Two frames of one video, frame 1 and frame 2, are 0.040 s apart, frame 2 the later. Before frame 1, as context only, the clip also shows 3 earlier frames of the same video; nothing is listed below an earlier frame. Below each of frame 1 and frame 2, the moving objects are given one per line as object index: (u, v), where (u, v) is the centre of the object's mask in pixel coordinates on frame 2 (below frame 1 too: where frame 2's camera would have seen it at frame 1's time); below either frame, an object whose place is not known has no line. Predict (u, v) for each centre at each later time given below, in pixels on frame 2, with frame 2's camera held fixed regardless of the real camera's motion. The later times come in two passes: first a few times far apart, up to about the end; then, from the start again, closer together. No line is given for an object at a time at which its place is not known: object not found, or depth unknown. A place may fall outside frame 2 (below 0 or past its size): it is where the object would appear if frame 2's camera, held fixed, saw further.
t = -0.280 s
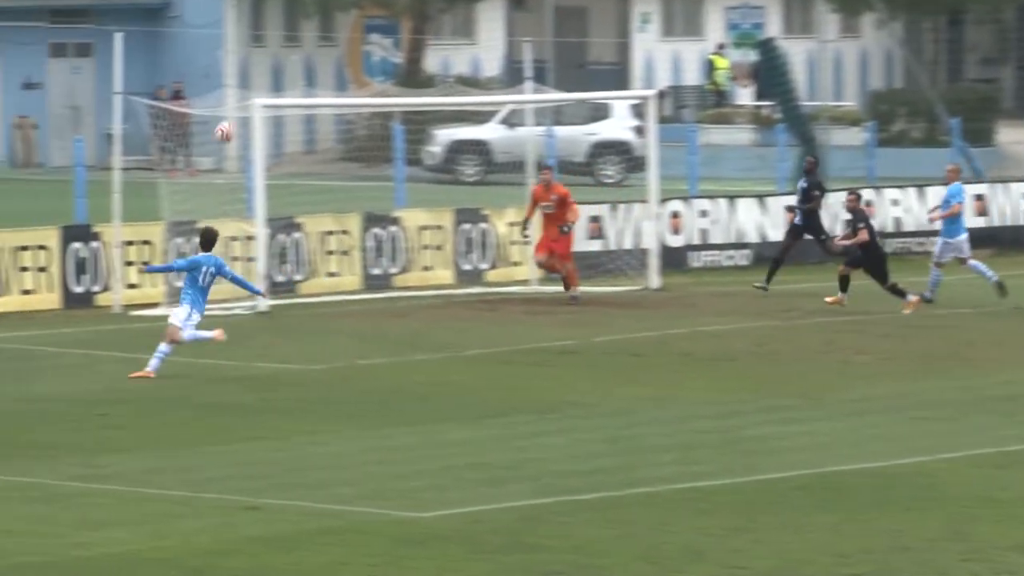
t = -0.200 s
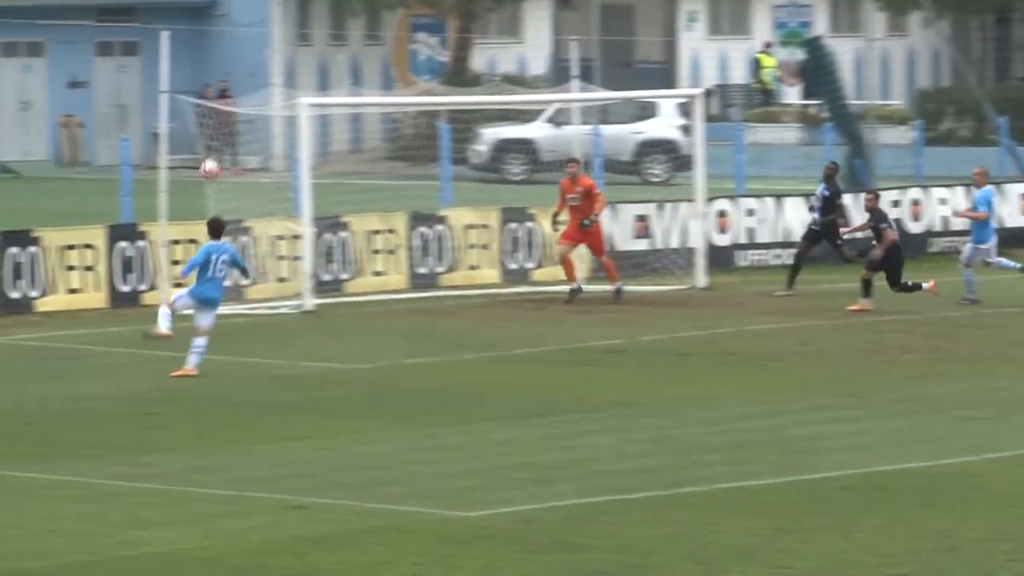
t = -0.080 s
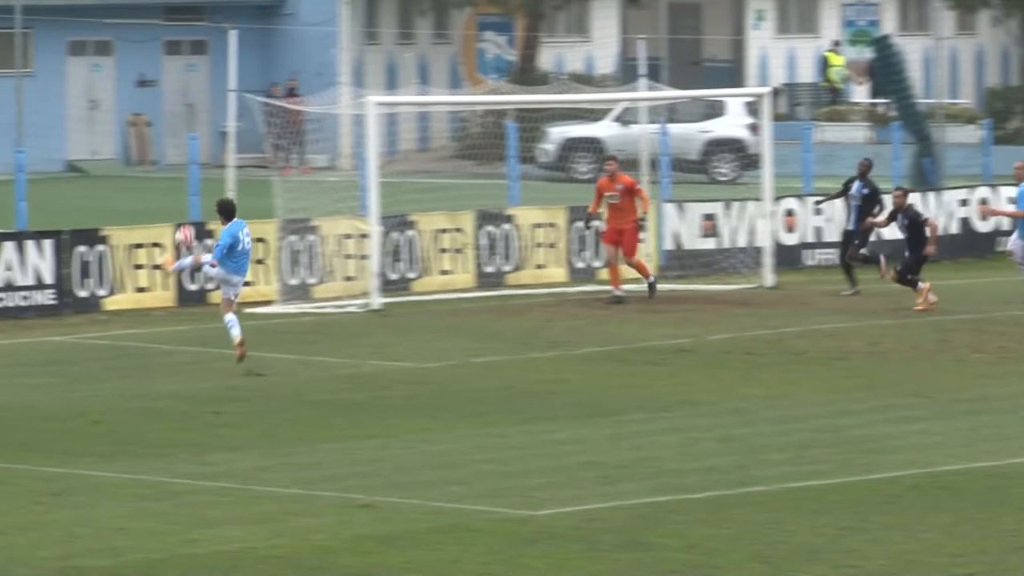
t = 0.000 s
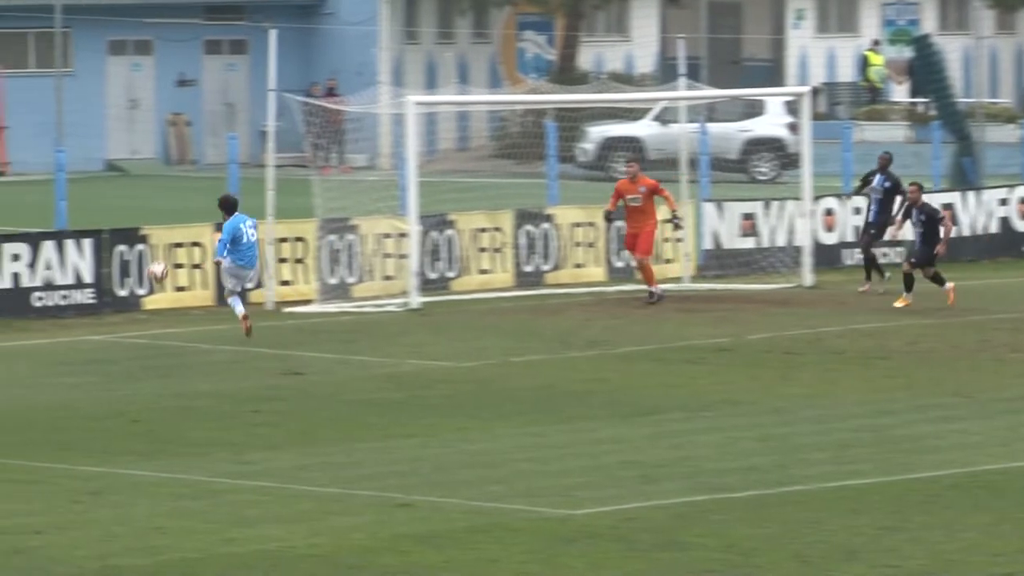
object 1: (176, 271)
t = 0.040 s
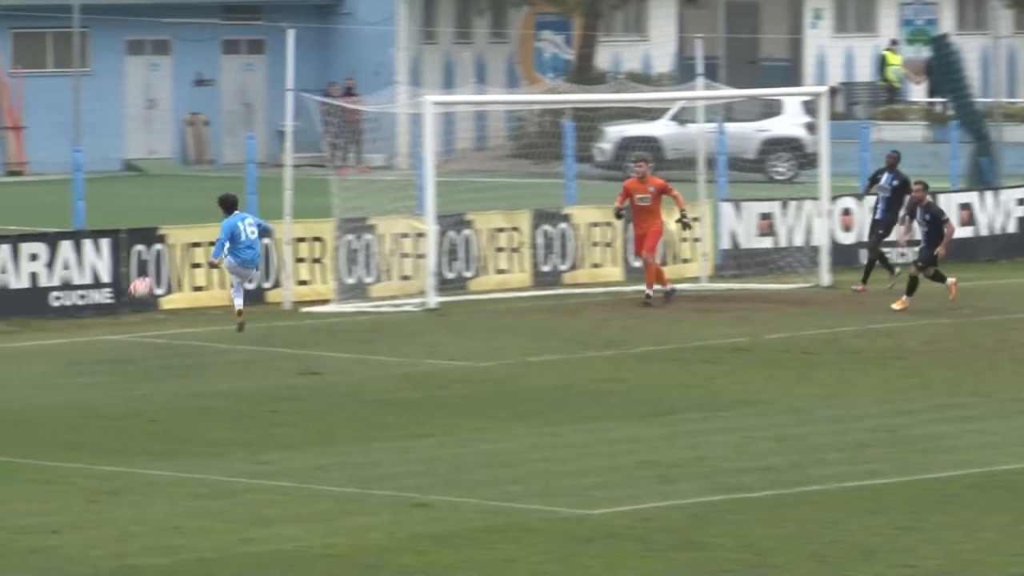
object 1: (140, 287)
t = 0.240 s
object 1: (-27, 375)
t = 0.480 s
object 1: (-152, 321)
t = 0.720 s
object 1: (-282, 328)
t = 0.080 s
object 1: (107, 306)
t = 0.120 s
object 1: (71, 327)
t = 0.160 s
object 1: (36, 349)
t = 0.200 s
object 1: (0, 373)
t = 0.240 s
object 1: (-27, 375)
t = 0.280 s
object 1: (-48, 363)
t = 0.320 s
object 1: (-69, 351)
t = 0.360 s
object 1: (-90, 341)
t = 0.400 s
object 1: (-111, 333)
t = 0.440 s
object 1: (-133, 326)
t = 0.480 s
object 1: (-152, 321)
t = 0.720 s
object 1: (-282, 328)
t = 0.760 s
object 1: (-307, 336)
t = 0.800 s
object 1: (-330, 345)
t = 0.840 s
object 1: (-354, 356)
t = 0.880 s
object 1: (-378, 370)
